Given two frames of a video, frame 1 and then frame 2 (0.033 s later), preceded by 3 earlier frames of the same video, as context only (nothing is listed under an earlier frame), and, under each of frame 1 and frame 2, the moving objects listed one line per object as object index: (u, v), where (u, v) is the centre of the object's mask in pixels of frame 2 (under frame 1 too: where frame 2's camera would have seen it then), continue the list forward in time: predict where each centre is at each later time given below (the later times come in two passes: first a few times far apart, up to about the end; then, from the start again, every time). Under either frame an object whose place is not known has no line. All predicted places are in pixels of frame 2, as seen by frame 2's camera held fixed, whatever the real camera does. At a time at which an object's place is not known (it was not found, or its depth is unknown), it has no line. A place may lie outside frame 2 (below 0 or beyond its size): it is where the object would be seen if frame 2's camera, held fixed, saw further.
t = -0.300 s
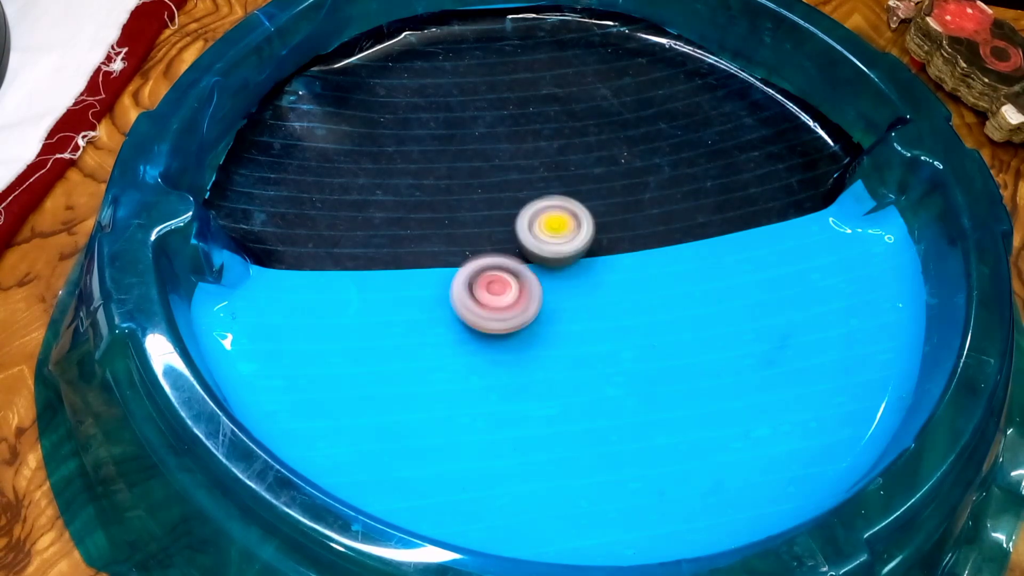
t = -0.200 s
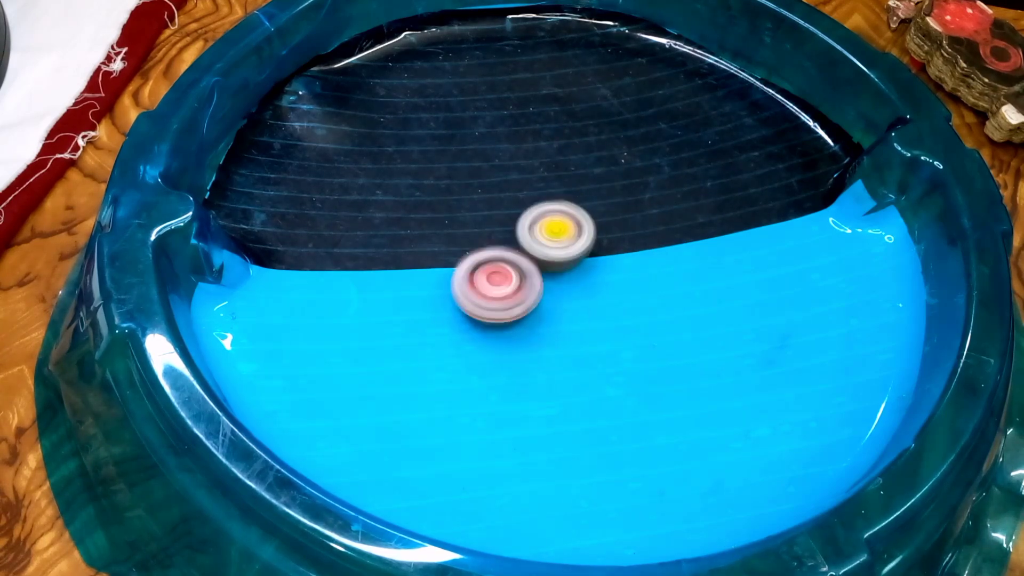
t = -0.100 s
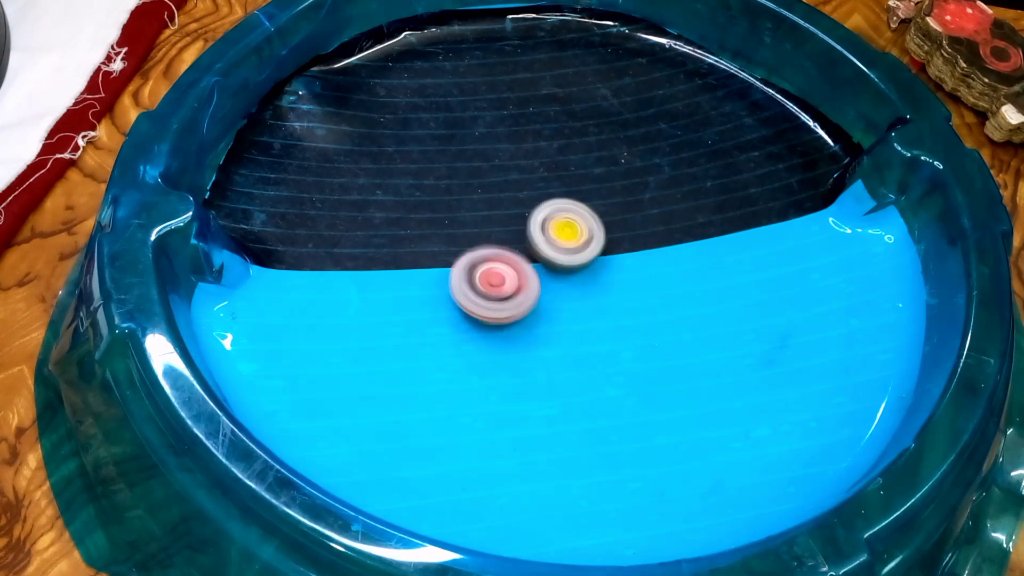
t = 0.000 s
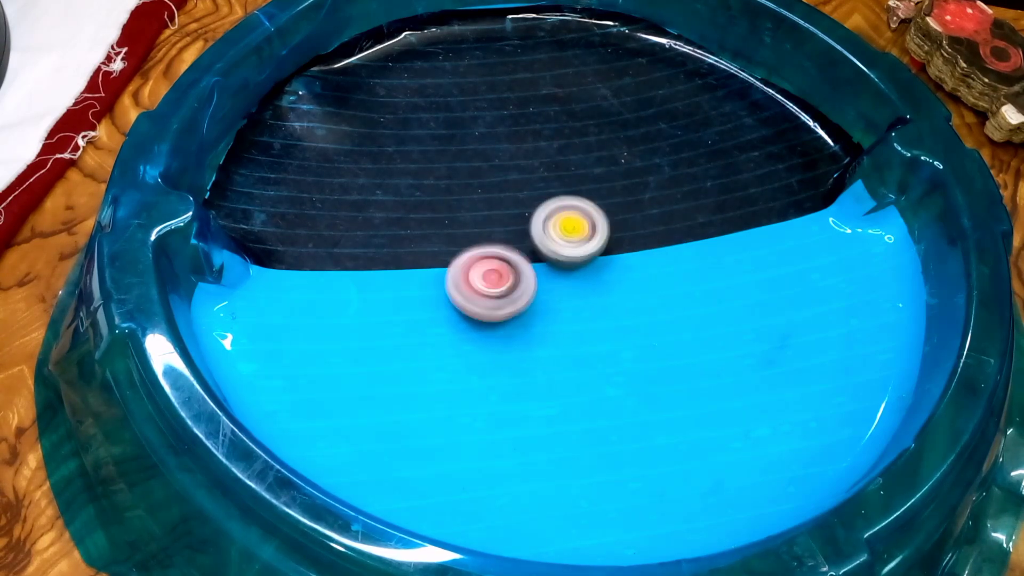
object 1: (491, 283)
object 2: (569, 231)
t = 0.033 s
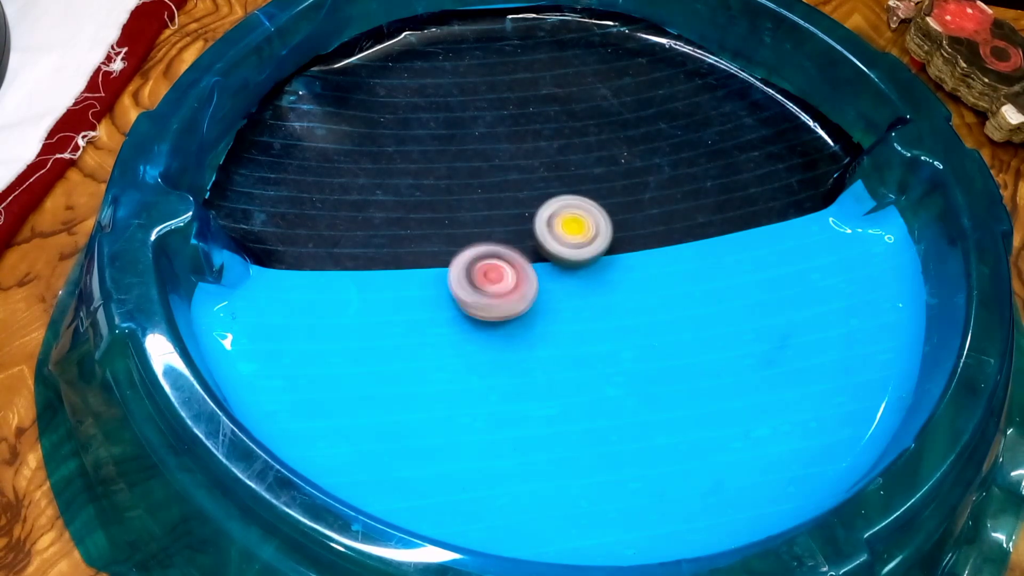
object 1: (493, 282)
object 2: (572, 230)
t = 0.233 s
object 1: (499, 269)
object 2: (580, 232)
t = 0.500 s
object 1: (481, 258)
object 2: (618, 229)
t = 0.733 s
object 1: (481, 252)
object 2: (616, 245)
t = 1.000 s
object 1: (496, 238)
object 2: (588, 251)
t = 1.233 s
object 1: (497, 219)
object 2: (595, 249)
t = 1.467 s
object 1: (505, 207)
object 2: (593, 247)
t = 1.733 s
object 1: (522, 201)
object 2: (590, 247)
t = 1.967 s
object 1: (514, 192)
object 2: (599, 265)
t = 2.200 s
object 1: (522, 206)
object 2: (580, 272)
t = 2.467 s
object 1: (537, 208)
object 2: (573, 274)
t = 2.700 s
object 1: (548, 205)
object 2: (567, 274)
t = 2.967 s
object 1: (555, 203)
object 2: (562, 273)
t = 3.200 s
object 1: (559, 203)
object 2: (553, 275)
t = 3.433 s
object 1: (565, 199)
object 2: (542, 285)
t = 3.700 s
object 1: (562, 212)
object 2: (535, 276)
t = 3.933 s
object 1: (563, 209)
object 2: (531, 283)
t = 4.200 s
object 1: (571, 220)
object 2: (535, 282)
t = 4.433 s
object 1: (587, 222)
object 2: (536, 289)
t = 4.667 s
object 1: (586, 225)
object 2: (534, 284)
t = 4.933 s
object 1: (589, 216)
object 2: (516, 299)
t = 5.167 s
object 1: (579, 217)
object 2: (509, 291)
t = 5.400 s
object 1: (579, 233)
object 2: (530, 293)
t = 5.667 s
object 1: (583, 228)
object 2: (533, 316)
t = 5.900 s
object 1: (583, 238)
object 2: (552, 307)
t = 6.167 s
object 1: (578, 235)
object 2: (565, 306)
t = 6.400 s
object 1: (580, 240)
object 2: (571, 309)
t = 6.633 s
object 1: (579, 240)
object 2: (572, 309)
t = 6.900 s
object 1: (579, 240)
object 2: (572, 309)
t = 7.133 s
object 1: (579, 240)
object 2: (572, 309)
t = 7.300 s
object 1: (579, 240)
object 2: (572, 309)
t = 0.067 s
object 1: (493, 279)
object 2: (576, 229)
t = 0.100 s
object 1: (494, 276)
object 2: (577, 229)
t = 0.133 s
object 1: (494, 276)
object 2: (578, 230)
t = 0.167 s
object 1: (497, 274)
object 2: (579, 231)
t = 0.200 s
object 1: (496, 270)
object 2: (580, 231)
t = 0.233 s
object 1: (499, 269)
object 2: (580, 232)
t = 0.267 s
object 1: (501, 265)
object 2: (581, 233)
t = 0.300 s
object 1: (502, 263)
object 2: (580, 234)
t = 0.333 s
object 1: (502, 260)
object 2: (584, 233)
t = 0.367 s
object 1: (496, 262)
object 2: (595, 231)
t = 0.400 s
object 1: (488, 260)
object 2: (608, 229)
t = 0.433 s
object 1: (486, 259)
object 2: (613, 229)
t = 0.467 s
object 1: (483, 258)
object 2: (615, 230)
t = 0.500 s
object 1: (481, 258)
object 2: (618, 229)
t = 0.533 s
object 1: (479, 256)
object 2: (619, 231)
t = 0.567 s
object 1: (477, 257)
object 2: (621, 232)
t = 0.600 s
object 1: (478, 256)
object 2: (622, 234)
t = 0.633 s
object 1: (476, 255)
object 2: (622, 236)
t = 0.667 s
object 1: (477, 255)
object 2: (622, 238)
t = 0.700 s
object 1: (477, 253)
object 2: (620, 240)
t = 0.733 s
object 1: (481, 252)
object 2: (616, 245)
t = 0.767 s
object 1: (481, 251)
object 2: (614, 246)
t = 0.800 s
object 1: (484, 251)
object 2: (609, 249)
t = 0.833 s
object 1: (486, 247)
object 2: (605, 250)
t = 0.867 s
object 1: (488, 247)
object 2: (599, 251)
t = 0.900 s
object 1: (492, 244)
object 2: (595, 251)
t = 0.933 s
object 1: (494, 243)
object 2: (589, 252)
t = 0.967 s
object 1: (498, 241)
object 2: (584, 252)
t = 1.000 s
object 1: (496, 238)
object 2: (588, 251)
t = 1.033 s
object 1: (497, 237)
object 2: (592, 253)
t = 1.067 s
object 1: (496, 231)
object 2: (595, 254)
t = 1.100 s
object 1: (497, 229)
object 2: (595, 253)
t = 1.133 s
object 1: (496, 226)
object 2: (594, 251)
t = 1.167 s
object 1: (496, 225)
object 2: (595, 250)
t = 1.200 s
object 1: (497, 222)
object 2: (594, 250)
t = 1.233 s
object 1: (497, 219)
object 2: (595, 249)
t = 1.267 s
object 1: (498, 217)
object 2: (595, 249)
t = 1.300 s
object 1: (498, 215)
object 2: (594, 248)
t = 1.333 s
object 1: (499, 214)
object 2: (595, 248)
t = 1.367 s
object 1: (500, 212)
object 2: (594, 248)
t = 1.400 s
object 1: (502, 209)
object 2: (593, 247)
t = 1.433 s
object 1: (503, 208)
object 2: (594, 247)
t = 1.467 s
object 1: (505, 207)
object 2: (593, 247)
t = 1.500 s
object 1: (508, 206)
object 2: (593, 247)
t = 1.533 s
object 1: (507, 205)
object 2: (593, 247)
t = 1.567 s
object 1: (510, 205)
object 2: (592, 246)
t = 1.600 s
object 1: (513, 204)
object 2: (592, 246)
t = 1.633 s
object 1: (514, 204)
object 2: (590, 246)
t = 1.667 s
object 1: (517, 204)
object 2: (590, 245)
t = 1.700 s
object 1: (521, 203)
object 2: (590, 245)
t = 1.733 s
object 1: (522, 201)
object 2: (590, 247)
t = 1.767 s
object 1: (523, 201)
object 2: (590, 247)
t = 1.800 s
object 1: (520, 198)
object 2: (593, 250)
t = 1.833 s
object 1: (517, 195)
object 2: (596, 254)
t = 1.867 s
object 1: (517, 194)
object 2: (598, 256)
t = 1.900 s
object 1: (517, 192)
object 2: (598, 259)
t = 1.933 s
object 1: (514, 192)
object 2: (599, 262)
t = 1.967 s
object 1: (514, 192)
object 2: (599, 265)
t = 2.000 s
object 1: (514, 191)
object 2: (597, 267)
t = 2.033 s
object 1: (514, 194)
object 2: (594, 271)
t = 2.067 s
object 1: (514, 194)
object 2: (593, 271)
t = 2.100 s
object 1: (515, 196)
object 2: (590, 272)
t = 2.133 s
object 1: (517, 199)
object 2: (587, 273)
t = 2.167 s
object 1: (519, 202)
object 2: (584, 273)
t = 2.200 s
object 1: (522, 206)
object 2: (580, 272)
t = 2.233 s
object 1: (525, 209)
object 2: (578, 271)
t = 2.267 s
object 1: (527, 210)
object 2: (576, 272)
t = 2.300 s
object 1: (525, 209)
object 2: (576, 275)
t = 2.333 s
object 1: (528, 209)
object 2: (573, 276)
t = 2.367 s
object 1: (530, 208)
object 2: (575, 275)
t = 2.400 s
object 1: (532, 209)
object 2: (573, 275)
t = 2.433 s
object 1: (536, 210)
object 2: (573, 274)
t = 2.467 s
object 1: (537, 208)
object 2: (573, 274)
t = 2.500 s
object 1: (537, 209)
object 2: (572, 274)
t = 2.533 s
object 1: (540, 208)
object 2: (571, 274)
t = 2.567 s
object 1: (541, 208)
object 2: (568, 274)
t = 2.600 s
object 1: (541, 207)
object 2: (568, 274)
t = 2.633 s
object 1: (544, 207)
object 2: (569, 275)
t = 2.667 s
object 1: (546, 206)
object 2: (568, 275)
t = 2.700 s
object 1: (548, 205)
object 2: (567, 274)
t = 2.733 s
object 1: (549, 204)
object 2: (566, 275)
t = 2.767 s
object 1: (548, 203)
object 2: (563, 275)
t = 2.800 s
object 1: (550, 204)
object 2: (564, 275)
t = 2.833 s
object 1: (552, 202)
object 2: (565, 275)
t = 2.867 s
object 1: (552, 202)
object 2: (563, 275)
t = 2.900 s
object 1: (552, 202)
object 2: (563, 274)
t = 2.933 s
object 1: (553, 202)
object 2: (563, 274)
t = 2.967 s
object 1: (555, 203)
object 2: (562, 273)
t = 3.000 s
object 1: (556, 203)
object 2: (562, 271)
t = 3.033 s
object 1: (554, 202)
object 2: (557, 274)
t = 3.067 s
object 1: (556, 202)
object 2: (556, 274)
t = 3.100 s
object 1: (557, 201)
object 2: (557, 274)
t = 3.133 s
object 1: (558, 201)
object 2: (558, 276)
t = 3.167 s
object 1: (559, 201)
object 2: (555, 276)
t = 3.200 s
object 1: (559, 203)
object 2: (553, 275)
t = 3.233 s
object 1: (562, 204)
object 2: (553, 274)
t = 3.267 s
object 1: (563, 204)
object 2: (553, 274)
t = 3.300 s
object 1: (561, 205)
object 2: (552, 273)
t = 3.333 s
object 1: (562, 204)
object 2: (550, 277)
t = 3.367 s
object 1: (561, 203)
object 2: (546, 283)
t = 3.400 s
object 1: (564, 202)
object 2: (544, 285)
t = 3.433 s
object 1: (565, 199)
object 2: (542, 285)
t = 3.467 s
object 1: (561, 199)
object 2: (541, 284)
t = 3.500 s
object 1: (562, 201)
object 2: (540, 285)
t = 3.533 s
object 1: (565, 201)
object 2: (538, 285)
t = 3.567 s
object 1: (564, 200)
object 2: (536, 284)
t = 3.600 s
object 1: (562, 202)
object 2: (535, 282)
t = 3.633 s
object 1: (562, 205)
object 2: (536, 281)
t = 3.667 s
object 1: (562, 207)
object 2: (536, 280)
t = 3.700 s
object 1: (562, 212)
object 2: (535, 276)
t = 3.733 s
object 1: (562, 211)
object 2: (534, 279)
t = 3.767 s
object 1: (559, 209)
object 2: (531, 281)
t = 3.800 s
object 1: (560, 210)
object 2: (532, 282)
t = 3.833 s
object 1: (564, 210)
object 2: (532, 283)
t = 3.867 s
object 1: (566, 208)
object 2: (530, 284)
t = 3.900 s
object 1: (563, 207)
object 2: (530, 283)
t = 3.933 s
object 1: (563, 209)
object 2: (531, 283)
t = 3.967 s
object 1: (566, 211)
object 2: (531, 284)
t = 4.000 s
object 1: (569, 209)
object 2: (531, 284)
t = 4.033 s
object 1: (565, 212)
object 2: (531, 282)
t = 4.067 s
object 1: (568, 215)
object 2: (533, 281)
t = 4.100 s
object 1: (571, 215)
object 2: (534, 282)
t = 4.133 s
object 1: (569, 216)
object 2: (535, 281)
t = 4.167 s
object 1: (569, 218)
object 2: (536, 280)
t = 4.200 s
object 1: (571, 220)
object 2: (535, 282)
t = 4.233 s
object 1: (573, 220)
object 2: (534, 282)
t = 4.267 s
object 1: (574, 221)
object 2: (535, 281)
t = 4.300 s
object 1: (577, 223)
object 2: (538, 283)
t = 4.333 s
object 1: (579, 222)
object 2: (538, 285)
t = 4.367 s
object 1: (581, 222)
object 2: (533, 287)
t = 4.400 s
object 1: (584, 222)
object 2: (534, 288)
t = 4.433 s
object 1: (587, 222)
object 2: (536, 289)
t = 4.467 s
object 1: (589, 221)
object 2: (534, 290)
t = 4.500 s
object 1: (587, 221)
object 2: (531, 288)
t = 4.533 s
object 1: (587, 223)
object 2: (531, 287)
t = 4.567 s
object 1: (589, 224)
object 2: (533, 286)
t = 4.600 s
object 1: (591, 223)
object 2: (534, 287)
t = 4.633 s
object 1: (589, 222)
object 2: (535, 286)
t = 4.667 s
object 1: (586, 225)
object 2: (534, 284)
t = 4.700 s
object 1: (589, 227)
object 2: (539, 281)
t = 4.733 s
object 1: (588, 227)
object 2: (540, 281)
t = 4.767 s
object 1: (587, 228)
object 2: (538, 282)
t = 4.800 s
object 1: (587, 228)
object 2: (532, 284)
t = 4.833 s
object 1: (589, 224)
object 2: (525, 290)
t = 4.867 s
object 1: (588, 220)
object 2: (521, 294)
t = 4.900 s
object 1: (589, 218)
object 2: (518, 297)
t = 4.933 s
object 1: (589, 216)
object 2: (516, 299)
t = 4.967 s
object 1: (588, 215)
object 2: (515, 300)
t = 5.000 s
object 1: (588, 214)
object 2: (513, 301)
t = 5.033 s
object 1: (587, 213)
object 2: (508, 299)
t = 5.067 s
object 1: (585, 212)
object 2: (506, 297)
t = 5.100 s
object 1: (582, 213)
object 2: (506, 295)
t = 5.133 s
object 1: (580, 215)
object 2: (508, 293)
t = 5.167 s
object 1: (579, 217)
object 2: (509, 291)
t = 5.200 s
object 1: (578, 220)
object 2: (512, 289)
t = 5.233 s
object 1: (576, 223)
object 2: (515, 287)
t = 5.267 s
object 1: (576, 226)
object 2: (519, 286)
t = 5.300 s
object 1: (575, 230)
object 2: (524, 284)
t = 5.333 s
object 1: (577, 233)
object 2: (529, 287)
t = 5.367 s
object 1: (578, 235)
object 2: (532, 287)
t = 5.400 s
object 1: (579, 233)
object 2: (530, 293)
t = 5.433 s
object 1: (579, 229)
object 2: (531, 298)
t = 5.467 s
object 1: (580, 230)
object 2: (530, 303)
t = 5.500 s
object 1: (581, 230)
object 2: (534, 306)
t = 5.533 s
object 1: (583, 229)
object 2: (538, 308)
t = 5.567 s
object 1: (584, 229)
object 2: (539, 312)
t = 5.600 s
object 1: (584, 228)
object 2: (537, 315)
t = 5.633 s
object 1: (585, 228)
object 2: (533, 317)
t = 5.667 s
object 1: (583, 228)
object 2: (533, 316)
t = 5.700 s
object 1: (580, 231)
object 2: (538, 315)
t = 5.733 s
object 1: (580, 234)
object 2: (541, 314)
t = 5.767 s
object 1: (581, 237)
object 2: (543, 313)
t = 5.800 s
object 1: (584, 238)
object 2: (543, 312)
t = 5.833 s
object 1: (585, 237)
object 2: (545, 311)
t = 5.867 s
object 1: (584, 237)
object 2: (549, 310)
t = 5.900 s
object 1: (583, 238)
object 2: (552, 307)
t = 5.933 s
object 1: (582, 237)
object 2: (553, 303)
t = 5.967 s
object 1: (582, 237)
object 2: (558, 302)
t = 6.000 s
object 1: (581, 236)
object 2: (559, 303)
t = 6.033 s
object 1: (579, 232)
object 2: (561, 304)
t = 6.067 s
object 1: (577, 232)
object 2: (562, 305)
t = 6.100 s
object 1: (577, 232)
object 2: (563, 304)
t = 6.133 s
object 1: (577, 234)
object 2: (564, 305)
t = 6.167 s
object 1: (578, 235)
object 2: (565, 306)
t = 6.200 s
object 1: (580, 236)
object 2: (567, 307)
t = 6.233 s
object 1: (582, 238)
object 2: (569, 308)
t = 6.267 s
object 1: (582, 238)
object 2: (571, 308)
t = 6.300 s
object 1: (579, 238)
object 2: (572, 309)
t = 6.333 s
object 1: (578, 237)
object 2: (571, 309)
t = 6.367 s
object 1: (579, 238)
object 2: (571, 309)
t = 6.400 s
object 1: (580, 240)
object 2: (571, 309)
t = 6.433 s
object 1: (580, 241)
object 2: (572, 309)
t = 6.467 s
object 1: (580, 241)
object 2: (572, 309)
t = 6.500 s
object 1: (580, 241)
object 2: (572, 309)
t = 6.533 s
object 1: (580, 241)
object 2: (572, 310)
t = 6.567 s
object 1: (579, 240)
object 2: (572, 309)
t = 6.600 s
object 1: (579, 240)
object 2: (572, 309)
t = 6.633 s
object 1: (579, 240)
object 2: (572, 309)
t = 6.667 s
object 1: (579, 240)
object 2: (572, 309)
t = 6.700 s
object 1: (579, 240)
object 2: (572, 309)
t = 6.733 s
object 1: (579, 240)
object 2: (572, 309)
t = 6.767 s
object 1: (579, 240)
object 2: (572, 309)
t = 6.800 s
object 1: (579, 240)
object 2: (572, 309)
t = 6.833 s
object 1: (579, 240)
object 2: (572, 309)
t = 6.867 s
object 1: (579, 240)
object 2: (572, 309)
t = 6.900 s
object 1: (579, 240)
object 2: (572, 309)
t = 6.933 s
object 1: (579, 240)
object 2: (572, 309)
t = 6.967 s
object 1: (579, 240)
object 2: (572, 309)
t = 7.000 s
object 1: (579, 240)
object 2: (572, 309)
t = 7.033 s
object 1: (579, 240)
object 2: (572, 309)
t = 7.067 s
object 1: (579, 240)
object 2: (572, 309)
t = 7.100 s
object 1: (579, 240)
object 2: (572, 309)
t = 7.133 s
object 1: (579, 240)
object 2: (572, 309)
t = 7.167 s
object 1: (579, 240)
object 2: (572, 309)
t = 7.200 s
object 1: (579, 240)
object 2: (572, 309)
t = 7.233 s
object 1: (579, 240)
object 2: (572, 309)
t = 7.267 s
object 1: (579, 240)
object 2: (572, 309)
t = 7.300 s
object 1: (579, 240)
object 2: (572, 309)
